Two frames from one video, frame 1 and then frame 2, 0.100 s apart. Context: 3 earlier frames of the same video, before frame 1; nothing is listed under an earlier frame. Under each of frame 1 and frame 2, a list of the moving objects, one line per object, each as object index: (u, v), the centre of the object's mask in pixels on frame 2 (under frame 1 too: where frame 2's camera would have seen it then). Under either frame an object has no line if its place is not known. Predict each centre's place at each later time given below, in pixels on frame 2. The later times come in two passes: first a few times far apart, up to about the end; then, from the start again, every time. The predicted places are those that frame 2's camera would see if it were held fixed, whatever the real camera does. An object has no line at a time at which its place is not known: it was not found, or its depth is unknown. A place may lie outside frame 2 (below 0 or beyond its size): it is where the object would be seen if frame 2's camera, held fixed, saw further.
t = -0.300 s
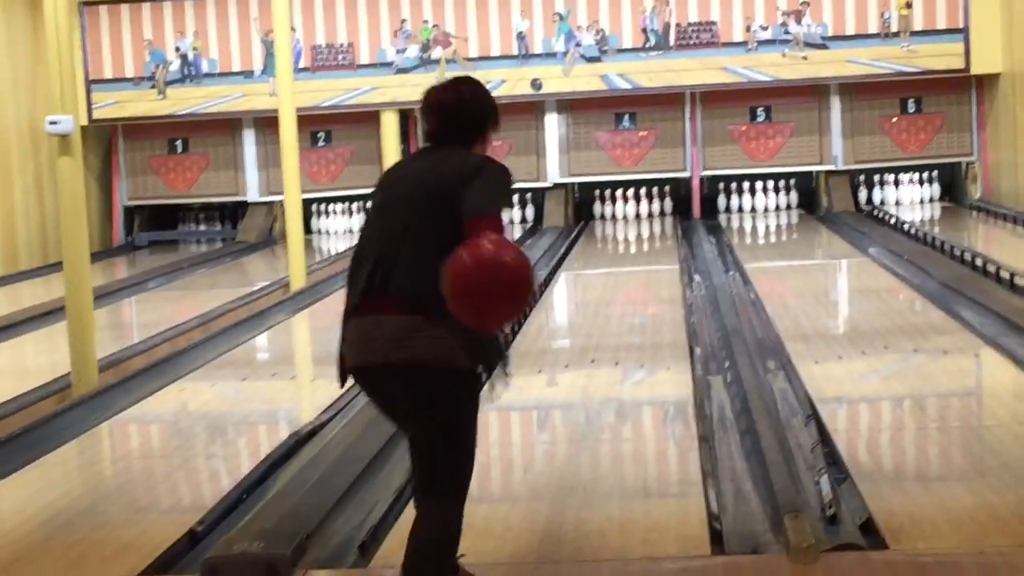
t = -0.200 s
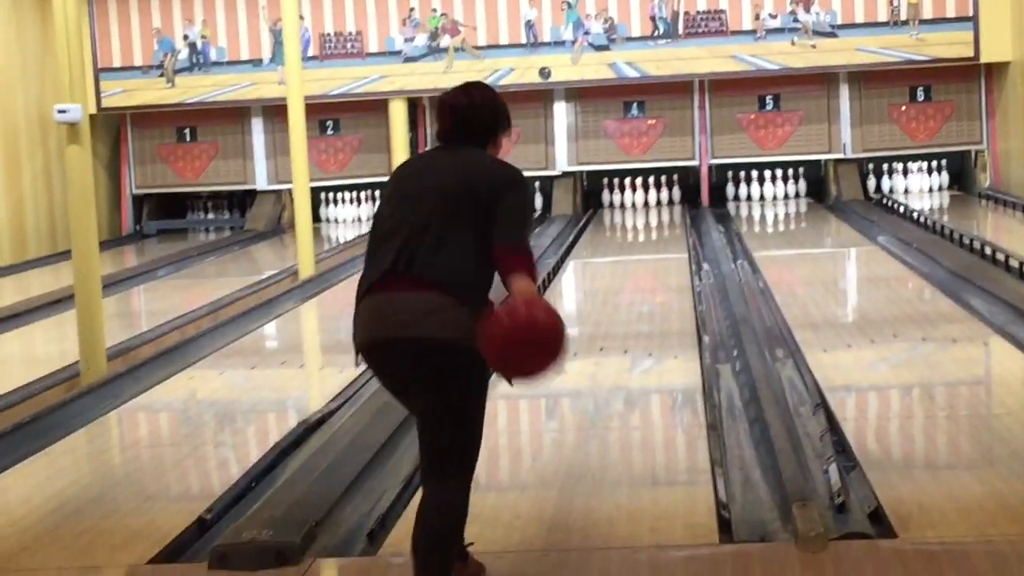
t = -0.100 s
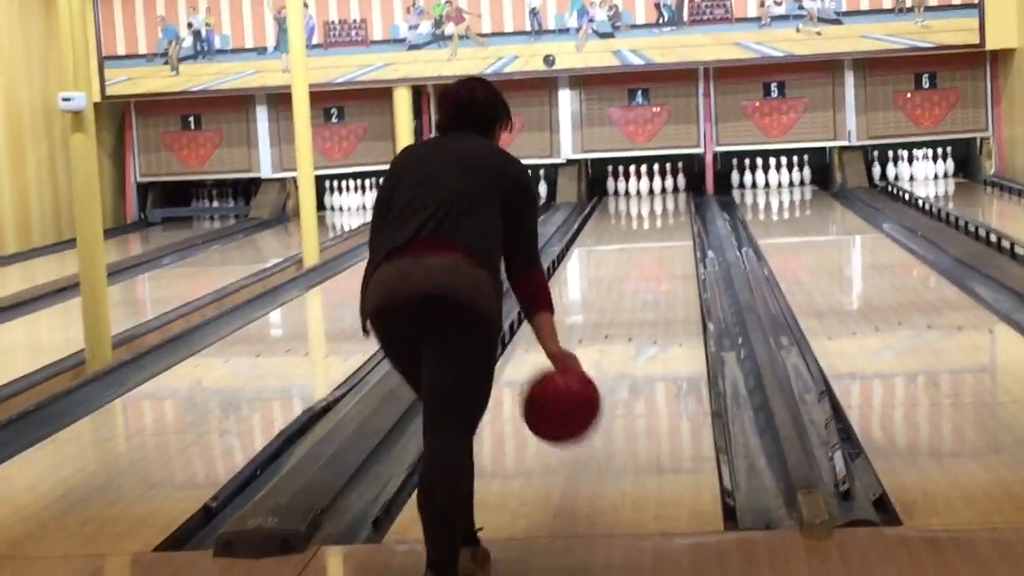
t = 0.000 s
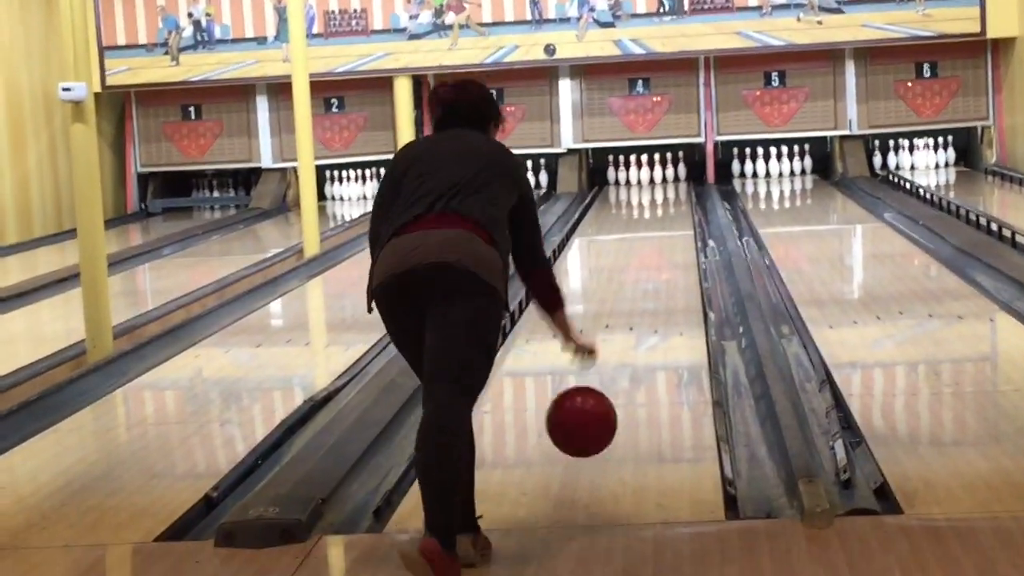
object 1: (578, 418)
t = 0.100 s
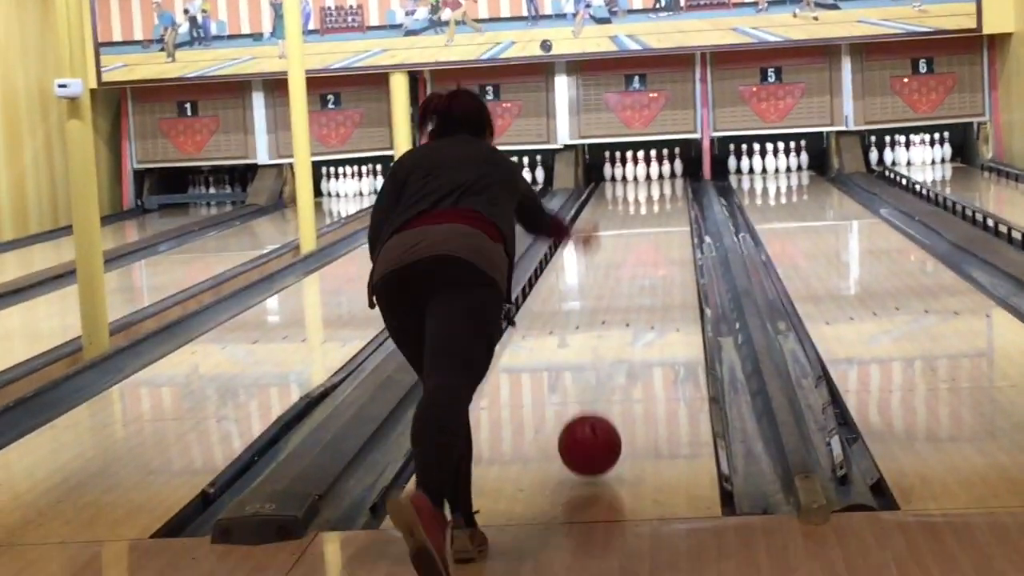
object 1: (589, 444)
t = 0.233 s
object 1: (598, 405)
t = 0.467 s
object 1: (606, 351)
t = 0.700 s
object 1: (611, 314)
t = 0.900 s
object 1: (616, 290)
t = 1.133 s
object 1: (616, 270)
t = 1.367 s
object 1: (613, 254)
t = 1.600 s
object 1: (610, 242)
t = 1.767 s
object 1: (608, 234)
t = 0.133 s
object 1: (592, 435)
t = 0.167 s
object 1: (594, 422)
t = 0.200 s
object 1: (596, 414)
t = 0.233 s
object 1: (598, 405)
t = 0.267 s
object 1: (599, 398)
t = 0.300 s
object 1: (601, 388)
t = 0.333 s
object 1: (602, 380)
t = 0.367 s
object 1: (603, 372)
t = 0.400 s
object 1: (604, 365)
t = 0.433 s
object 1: (605, 358)
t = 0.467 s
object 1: (606, 351)
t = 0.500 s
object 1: (607, 345)
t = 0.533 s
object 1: (608, 339)
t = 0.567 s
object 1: (609, 333)
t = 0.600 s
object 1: (609, 328)
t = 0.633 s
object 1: (610, 323)
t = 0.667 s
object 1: (610, 318)
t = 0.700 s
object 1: (611, 314)
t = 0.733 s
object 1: (611, 310)
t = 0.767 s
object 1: (612, 306)
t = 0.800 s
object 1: (613, 302)
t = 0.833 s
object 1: (614, 297)
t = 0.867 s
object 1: (615, 293)
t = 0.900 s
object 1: (616, 290)
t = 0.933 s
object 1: (618, 287)
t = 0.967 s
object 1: (618, 284)
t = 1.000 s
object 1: (618, 281)
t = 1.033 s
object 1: (618, 278)
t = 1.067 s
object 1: (618, 276)
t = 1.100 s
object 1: (617, 273)
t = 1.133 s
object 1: (616, 270)
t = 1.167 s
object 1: (616, 267)
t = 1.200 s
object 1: (615, 265)
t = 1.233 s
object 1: (615, 262)
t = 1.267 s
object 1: (614, 260)
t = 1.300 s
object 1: (614, 258)
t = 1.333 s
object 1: (613, 256)
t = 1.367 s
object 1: (613, 254)
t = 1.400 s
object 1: (613, 252)
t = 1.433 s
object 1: (612, 250)
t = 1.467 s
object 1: (612, 248)
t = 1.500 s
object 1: (612, 247)
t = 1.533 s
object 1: (611, 245)
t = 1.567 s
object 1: (611, 243)
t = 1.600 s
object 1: (610, 242)
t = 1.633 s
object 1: (610, 241)
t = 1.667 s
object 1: (609, 239)
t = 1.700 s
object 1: (609, 236)
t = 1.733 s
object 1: (609, 236)
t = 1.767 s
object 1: (608, 234)
